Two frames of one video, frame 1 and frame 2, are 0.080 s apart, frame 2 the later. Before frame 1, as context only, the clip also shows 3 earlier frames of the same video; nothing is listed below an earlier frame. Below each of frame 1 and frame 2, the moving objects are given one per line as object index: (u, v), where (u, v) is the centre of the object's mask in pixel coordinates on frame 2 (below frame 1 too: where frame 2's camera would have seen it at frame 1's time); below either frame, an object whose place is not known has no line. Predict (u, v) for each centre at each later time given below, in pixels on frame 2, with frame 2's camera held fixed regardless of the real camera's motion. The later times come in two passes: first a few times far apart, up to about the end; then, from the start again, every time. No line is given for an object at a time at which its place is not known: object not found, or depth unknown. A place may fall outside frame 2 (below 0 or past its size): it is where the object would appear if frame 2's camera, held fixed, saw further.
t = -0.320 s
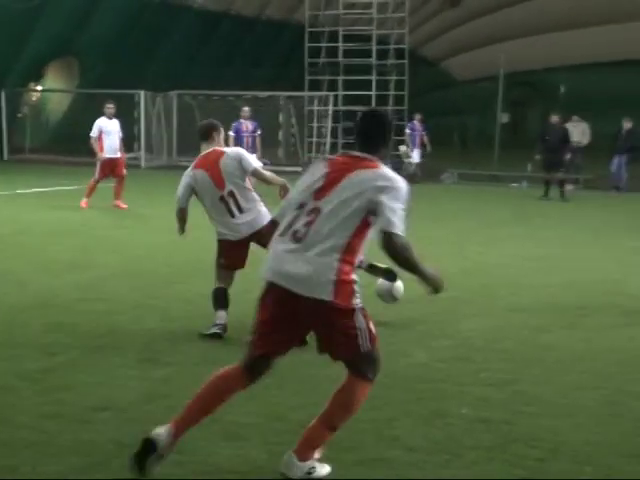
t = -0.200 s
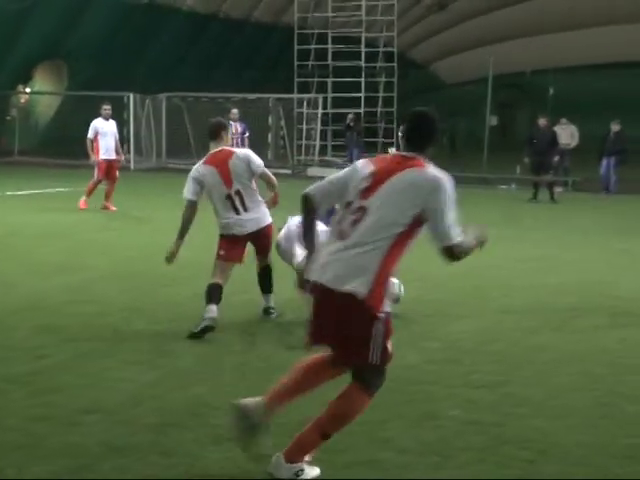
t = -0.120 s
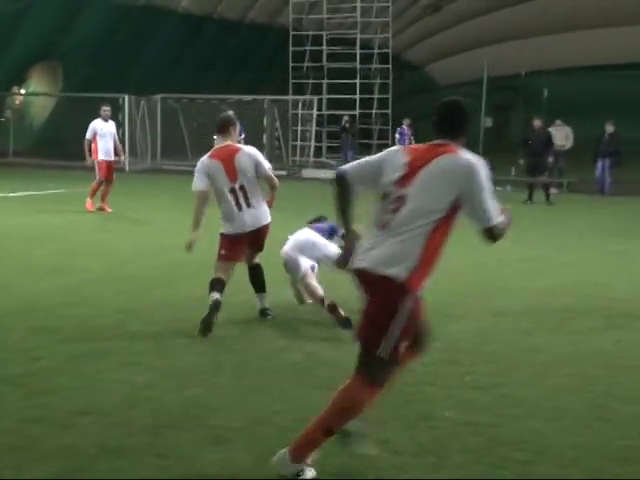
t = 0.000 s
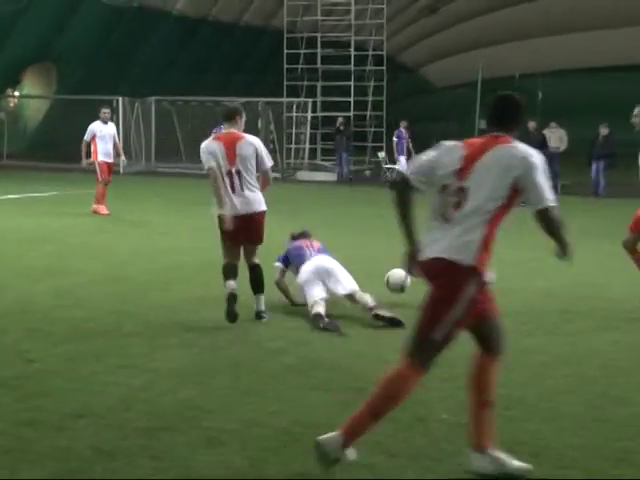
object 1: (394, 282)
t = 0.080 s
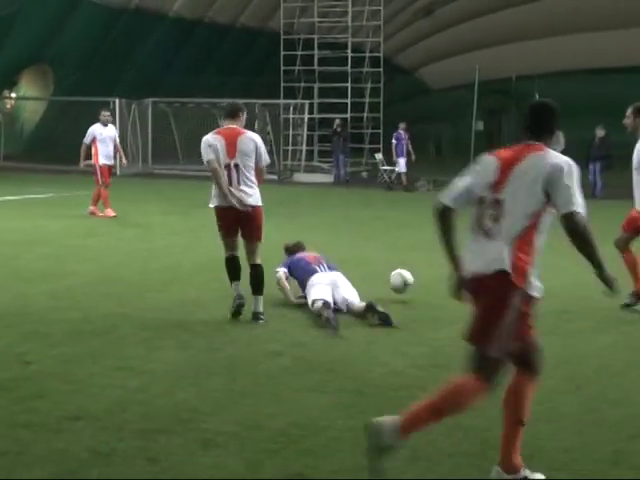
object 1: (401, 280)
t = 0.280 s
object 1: (416, 273)
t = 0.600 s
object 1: (435, 269)
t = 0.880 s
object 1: (450, 260)
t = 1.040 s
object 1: (458, 255)
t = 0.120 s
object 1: (404, 282)
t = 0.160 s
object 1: (406, 285)
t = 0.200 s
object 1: (410, 280)
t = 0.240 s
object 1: (412, 276)
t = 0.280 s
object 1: (416, 273)
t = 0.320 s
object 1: (418, 272)
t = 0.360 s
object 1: (421, 273)
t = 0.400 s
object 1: (424, 276)
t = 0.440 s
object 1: (426, 273)
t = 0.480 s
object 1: (428, 270)
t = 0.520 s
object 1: (430, 269)
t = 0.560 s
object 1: (433, 270)
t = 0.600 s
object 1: (435, 269)
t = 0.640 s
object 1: (436, 267)
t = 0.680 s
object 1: (439, 265)
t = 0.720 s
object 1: (442, 265)
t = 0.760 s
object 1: (443, 264)
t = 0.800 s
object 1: (446, 262)
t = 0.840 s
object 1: (448, 262)
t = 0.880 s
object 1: (450, 260)
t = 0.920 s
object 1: (452, 259)
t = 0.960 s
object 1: (454, 258)
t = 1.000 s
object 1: (455, 256)
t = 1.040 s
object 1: (458, 255)
